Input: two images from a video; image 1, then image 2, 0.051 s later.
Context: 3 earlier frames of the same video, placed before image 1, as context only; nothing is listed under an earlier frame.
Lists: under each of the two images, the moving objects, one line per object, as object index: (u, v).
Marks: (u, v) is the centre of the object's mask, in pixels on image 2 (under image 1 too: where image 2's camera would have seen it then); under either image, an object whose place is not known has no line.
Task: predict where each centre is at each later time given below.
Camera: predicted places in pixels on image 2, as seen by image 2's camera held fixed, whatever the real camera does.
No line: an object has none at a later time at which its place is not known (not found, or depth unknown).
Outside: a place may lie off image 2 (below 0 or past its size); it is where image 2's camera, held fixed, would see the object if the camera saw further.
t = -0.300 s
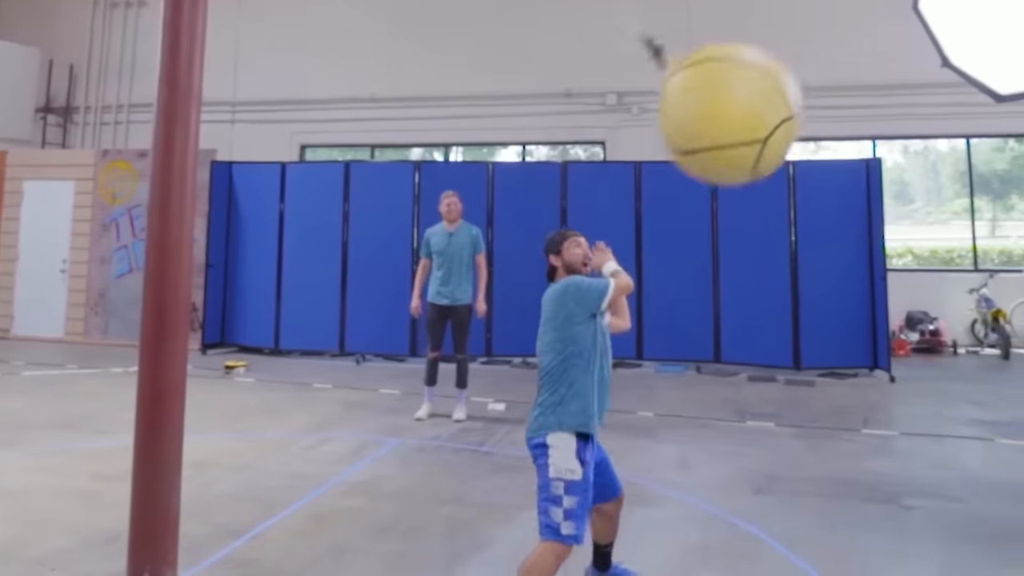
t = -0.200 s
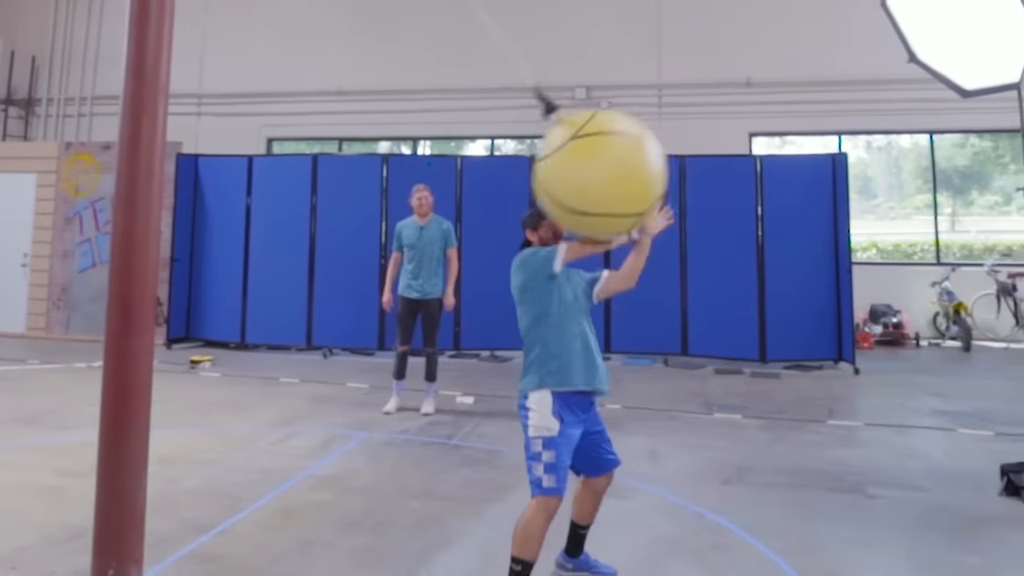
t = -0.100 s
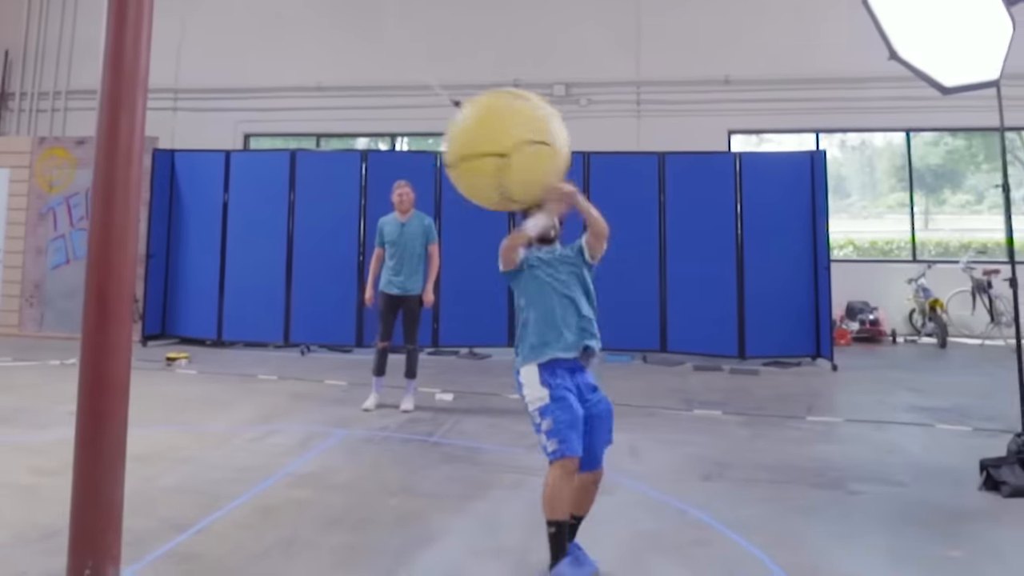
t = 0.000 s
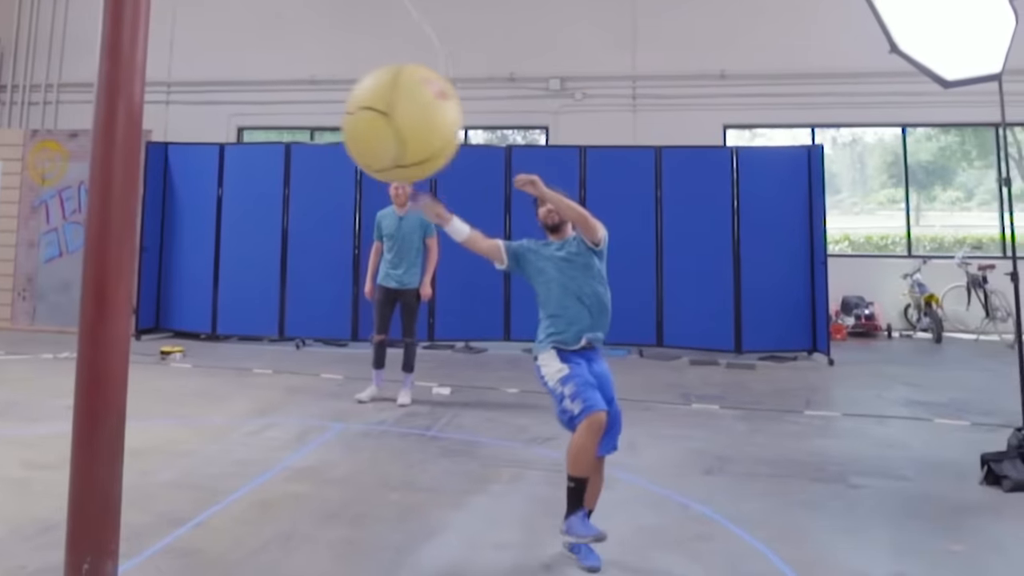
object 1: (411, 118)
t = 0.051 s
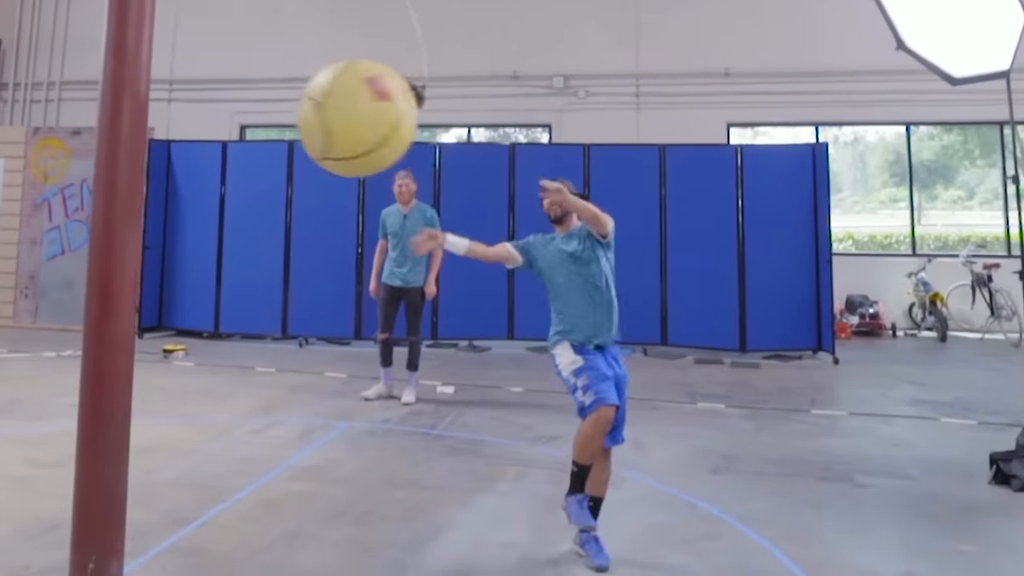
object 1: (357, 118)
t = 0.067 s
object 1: (339, 118)
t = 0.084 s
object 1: (322, 119)
